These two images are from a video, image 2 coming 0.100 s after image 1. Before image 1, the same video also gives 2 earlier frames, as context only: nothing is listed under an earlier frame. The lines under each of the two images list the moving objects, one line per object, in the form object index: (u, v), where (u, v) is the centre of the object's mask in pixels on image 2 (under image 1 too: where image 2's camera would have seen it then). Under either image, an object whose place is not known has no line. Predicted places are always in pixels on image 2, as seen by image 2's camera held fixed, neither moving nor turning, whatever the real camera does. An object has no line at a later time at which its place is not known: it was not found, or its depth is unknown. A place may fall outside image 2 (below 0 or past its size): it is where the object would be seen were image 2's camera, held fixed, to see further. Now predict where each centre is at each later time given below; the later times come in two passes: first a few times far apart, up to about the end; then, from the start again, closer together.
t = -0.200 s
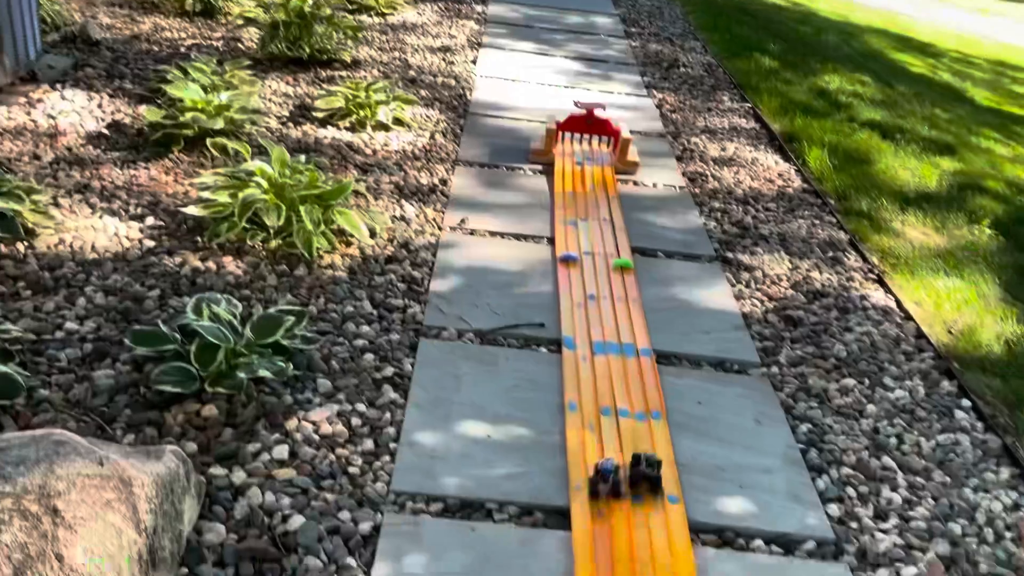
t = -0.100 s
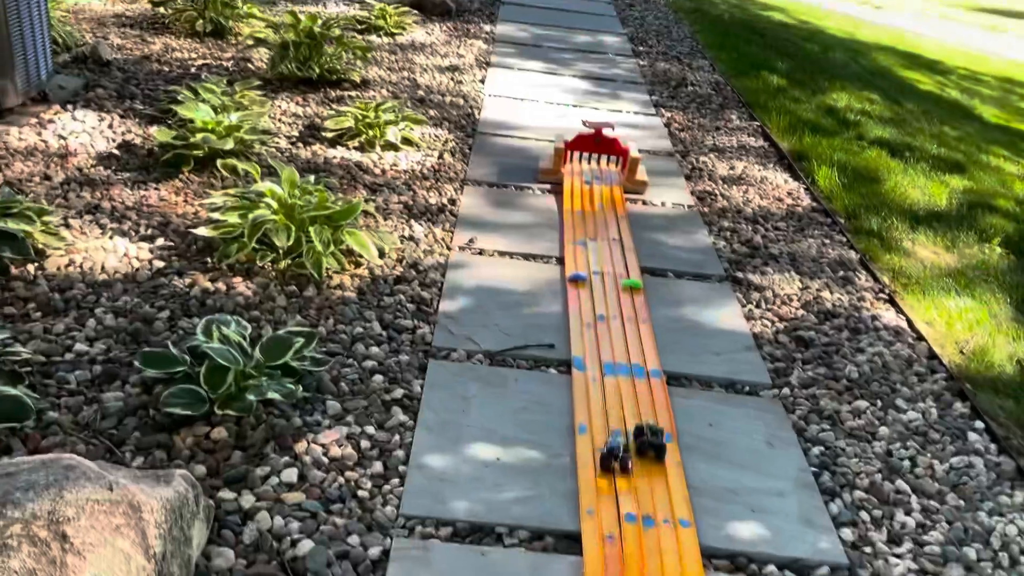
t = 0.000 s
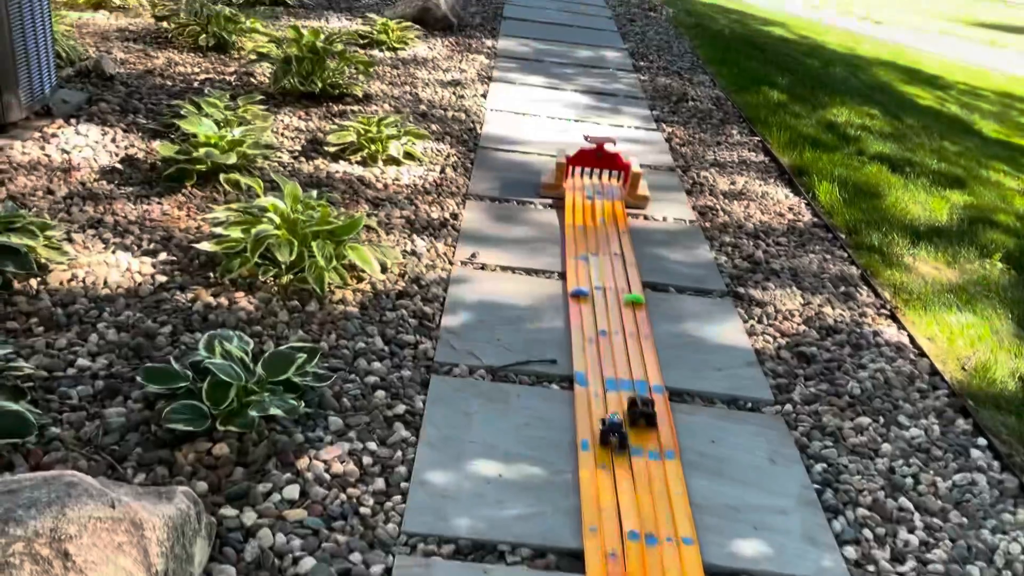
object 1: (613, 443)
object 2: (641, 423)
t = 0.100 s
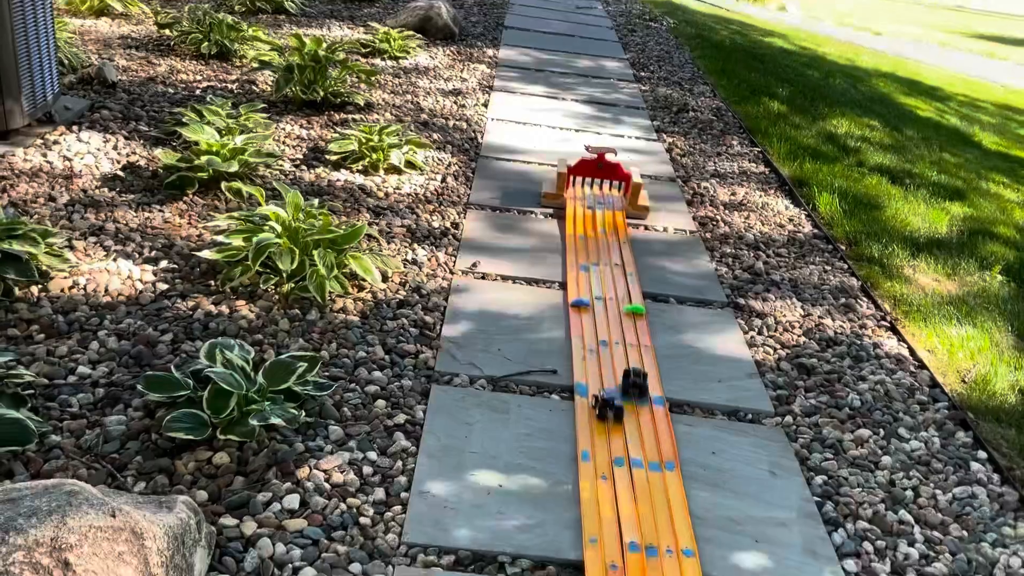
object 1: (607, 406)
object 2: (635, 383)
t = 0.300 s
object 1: (599, 351)
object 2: (624, 320)
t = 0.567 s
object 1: (597, 297)
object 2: (602, 262)
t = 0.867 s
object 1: (595, 266)
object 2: (575, 234)
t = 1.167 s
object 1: (594, 261)
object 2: (575, 226)
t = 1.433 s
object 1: (595, 261)
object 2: (576, 227)
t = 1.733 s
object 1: (595, 261)
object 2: (576, 227)
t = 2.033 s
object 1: (595, 261)
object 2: (576, 228)
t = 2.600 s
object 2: (576, 228)
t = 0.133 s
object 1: (604, 395)
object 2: (633, 371)
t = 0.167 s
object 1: (601, 385)
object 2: (631, 360)
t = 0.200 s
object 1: (600, 376)
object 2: (630, 350)
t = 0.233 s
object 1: (599, 367)
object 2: (628, 340)
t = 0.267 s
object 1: (599, 359)
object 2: (626, 330)
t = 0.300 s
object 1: (599, 351)
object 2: (624, 320)
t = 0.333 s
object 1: (597, 343)
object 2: (623, 311)
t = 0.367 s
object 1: (597, 336)
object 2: (621, 301)
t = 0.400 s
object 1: (596, 329)
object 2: (618, 291)
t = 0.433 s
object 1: (595, 322)
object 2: (614, 284)
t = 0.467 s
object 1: (594, 315)
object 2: (611, 276)
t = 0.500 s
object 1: (594, 309)
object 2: (607, 270)
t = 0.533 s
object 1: (595, 303)
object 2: (605, 265)
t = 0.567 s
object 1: (597, 297)
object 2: (602, 262)
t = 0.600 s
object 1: (598, 292)
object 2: (599, 259)
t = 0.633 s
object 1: (598, 287)
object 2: (596, 255)
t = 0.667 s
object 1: (597, 284)
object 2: (593, 251)
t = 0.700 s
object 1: (598, 279)
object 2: (590, 247)
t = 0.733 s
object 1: (597, 276)
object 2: (587, 245)
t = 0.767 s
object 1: (596, 274)
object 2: (584, 243)
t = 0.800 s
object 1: (596, 272)
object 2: (581, 240)
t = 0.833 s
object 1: (596, 269)
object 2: (577, 237)
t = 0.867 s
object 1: (595, 266)
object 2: (575, 234)
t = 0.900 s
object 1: (595, 265)
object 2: (573, 232)
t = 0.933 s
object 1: (595, 263)
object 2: (573, 230)
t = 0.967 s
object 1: (595, 262)
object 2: (573, 229)
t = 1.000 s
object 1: (595, 261)
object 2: (574, 229)
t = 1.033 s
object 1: (594, 261)
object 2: (574, 227)
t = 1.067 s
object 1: (594, 261)
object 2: (574, 226)
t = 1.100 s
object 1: (594, 261)
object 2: (574, 226)
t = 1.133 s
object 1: (594, 261)
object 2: (575, 226)
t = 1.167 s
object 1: (594, 261)
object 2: (575, 226)
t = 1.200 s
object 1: (595, 261)
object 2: (575, 226)
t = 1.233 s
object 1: (595, 261)
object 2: (576, 227)
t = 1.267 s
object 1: (595, 261)
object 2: (577, 227)
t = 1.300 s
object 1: (595, 261)
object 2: (577, 227)
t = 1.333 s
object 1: (595, 261)
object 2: (577, 227)
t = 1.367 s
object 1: (595, 261)
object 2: (577, 227)
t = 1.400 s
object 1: (595, 261)
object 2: (577, 226)
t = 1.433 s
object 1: (595, 261)
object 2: (576, 227)
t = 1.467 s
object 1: (595, 261)
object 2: (576, 227)
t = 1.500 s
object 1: (595, 261)
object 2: (576, 227)
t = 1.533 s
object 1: (595, 261)
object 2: (576, 227)
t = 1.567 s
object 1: (595, 261)
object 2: (576, 227)
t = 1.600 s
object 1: (595, 261)
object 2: (576, 227)
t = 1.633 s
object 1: (595, 261)
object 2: (576, 227)
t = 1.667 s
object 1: (595, 261)
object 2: (576, 227)
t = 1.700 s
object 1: (595, 261)
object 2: (576, 227)
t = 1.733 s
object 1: (595, 261)
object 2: (576, 227)
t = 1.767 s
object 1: (595, 261)
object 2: (576, 227)
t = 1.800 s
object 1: (595, 261)
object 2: (576, 227)
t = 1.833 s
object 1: (595, 261)
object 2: (576, 227)
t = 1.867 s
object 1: (595, 261)
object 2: (576, 227)
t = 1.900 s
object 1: (595, 261)
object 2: (576, 228)
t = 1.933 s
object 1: (595, 261)
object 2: (576, 228)
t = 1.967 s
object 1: (595, 261)
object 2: (576, 228)
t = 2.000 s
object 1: (595, 261)
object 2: (576, 228)
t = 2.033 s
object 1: (595, 261)
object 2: (576, 228)
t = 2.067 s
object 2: (576, 228)
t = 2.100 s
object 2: (576, 228)
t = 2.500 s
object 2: (576, 228)
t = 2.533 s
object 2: (576, 228)
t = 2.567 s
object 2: (576, 228)
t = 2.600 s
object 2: (576, 228)
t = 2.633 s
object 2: (576, 228)
